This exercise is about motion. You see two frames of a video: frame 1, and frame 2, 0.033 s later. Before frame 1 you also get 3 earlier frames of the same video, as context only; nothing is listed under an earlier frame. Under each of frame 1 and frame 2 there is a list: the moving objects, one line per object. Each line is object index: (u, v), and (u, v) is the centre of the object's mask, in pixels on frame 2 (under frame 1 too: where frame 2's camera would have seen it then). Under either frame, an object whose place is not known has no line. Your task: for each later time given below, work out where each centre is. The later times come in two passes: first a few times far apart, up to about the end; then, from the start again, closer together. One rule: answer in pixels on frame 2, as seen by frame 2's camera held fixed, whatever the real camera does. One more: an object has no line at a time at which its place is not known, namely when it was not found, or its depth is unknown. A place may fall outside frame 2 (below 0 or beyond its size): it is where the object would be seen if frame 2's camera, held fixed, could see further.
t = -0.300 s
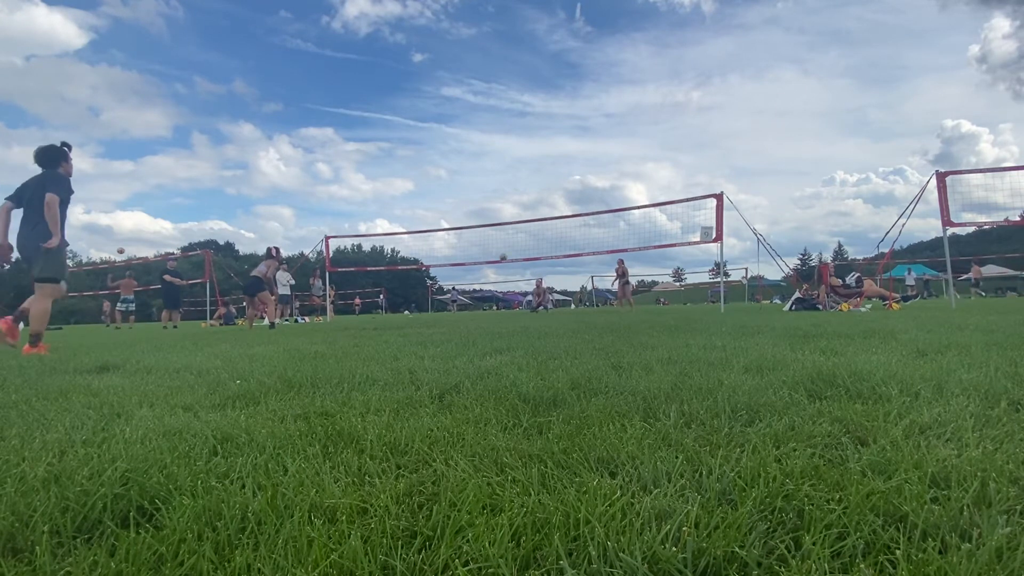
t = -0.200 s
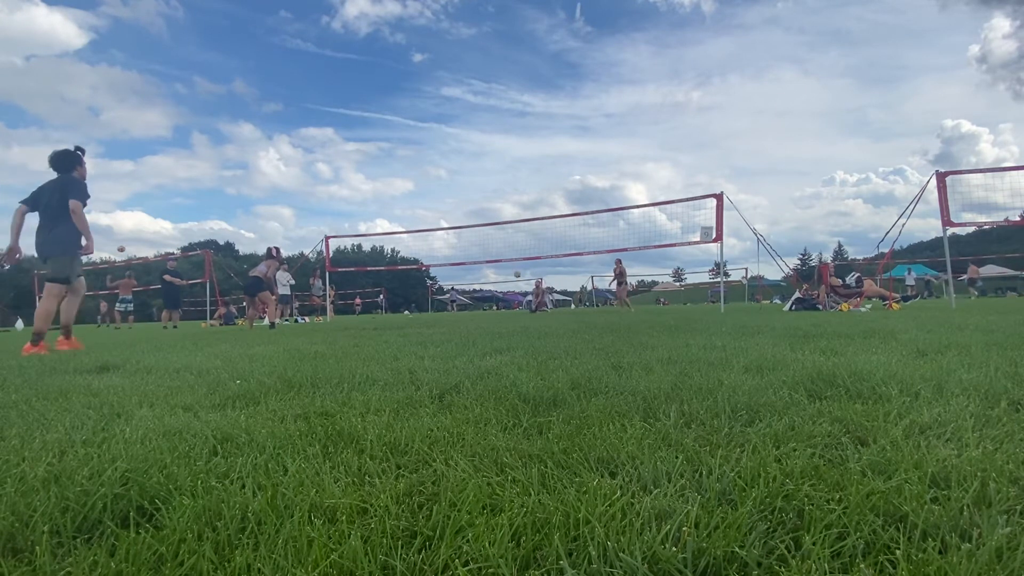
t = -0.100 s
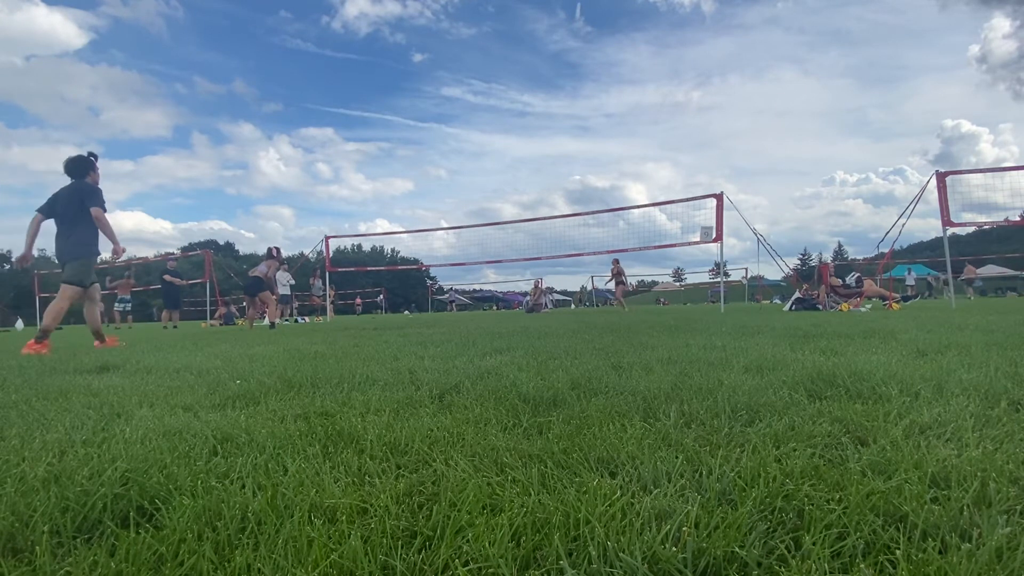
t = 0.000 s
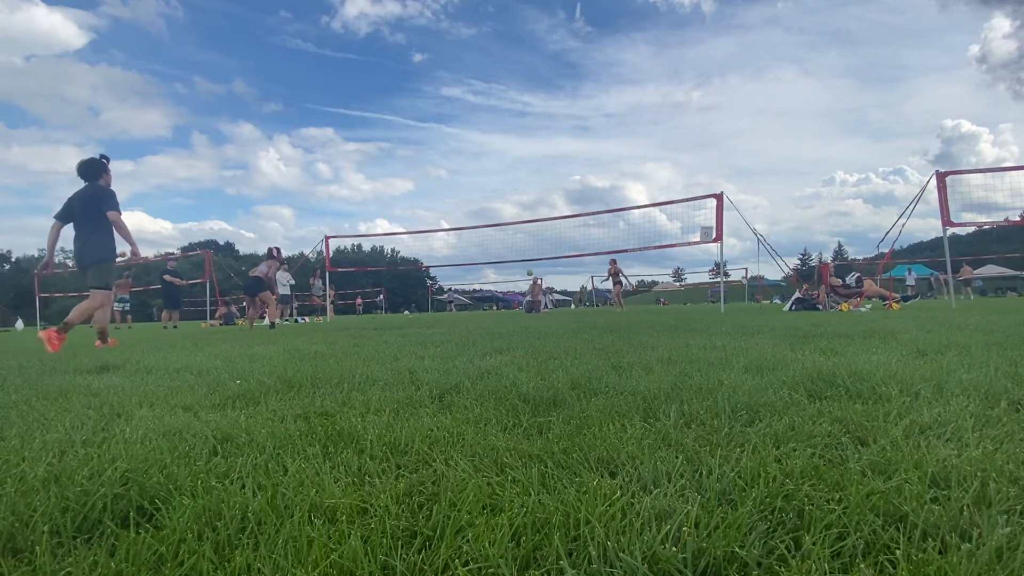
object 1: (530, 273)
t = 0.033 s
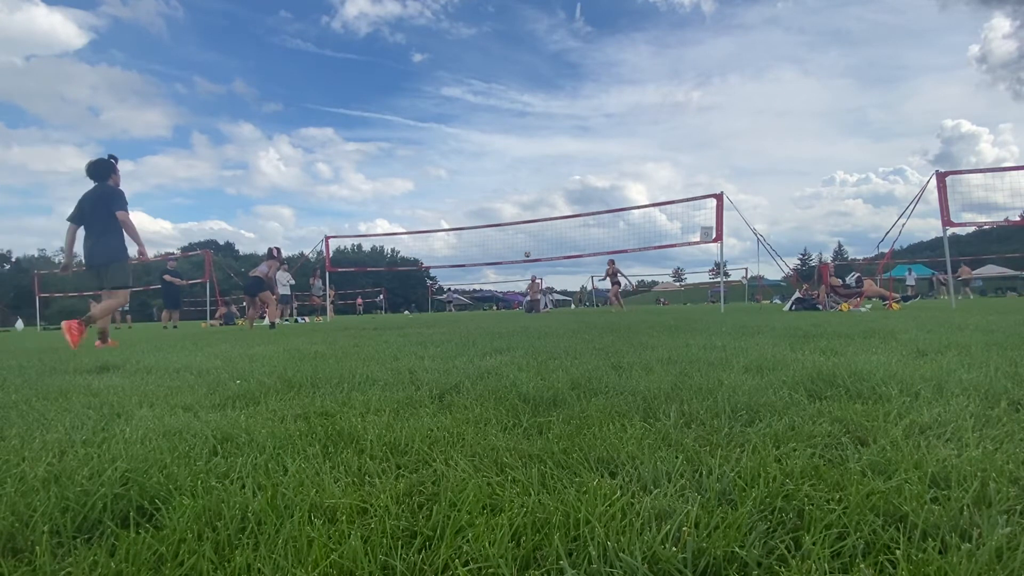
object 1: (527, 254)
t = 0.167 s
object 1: (524, 230)
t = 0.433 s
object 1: (518, 181)
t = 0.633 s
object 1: (514, 159)
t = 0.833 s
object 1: (511, 151)
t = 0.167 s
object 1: (524, 230)
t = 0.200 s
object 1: (523, 222)
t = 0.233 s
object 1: (522, 215)
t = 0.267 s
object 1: (521, 208)
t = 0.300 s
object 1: (521, 202)
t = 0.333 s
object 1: (520, 196)
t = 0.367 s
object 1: (519, 191)
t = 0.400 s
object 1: (518, 186)
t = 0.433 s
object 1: (518, 181)
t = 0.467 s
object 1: (517, 176)
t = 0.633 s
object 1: (514, 159)
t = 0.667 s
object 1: (513, 155)
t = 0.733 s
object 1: (512, 154)
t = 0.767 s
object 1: (512, 152)
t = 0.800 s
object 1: (511, 151)
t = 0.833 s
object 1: (511, 151)
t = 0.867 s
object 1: (510, 150)
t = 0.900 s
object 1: (510, 150)
